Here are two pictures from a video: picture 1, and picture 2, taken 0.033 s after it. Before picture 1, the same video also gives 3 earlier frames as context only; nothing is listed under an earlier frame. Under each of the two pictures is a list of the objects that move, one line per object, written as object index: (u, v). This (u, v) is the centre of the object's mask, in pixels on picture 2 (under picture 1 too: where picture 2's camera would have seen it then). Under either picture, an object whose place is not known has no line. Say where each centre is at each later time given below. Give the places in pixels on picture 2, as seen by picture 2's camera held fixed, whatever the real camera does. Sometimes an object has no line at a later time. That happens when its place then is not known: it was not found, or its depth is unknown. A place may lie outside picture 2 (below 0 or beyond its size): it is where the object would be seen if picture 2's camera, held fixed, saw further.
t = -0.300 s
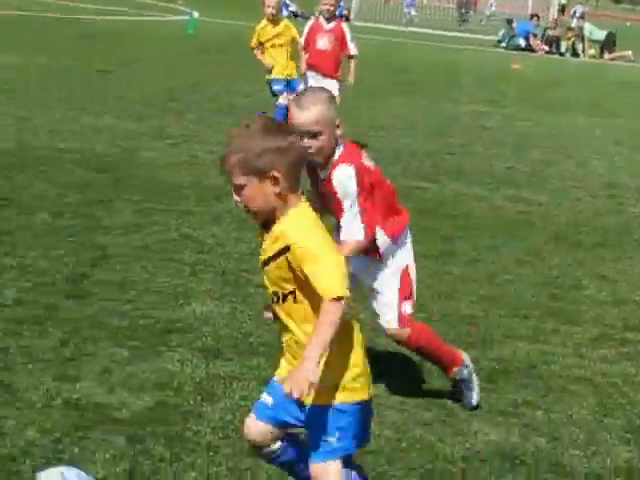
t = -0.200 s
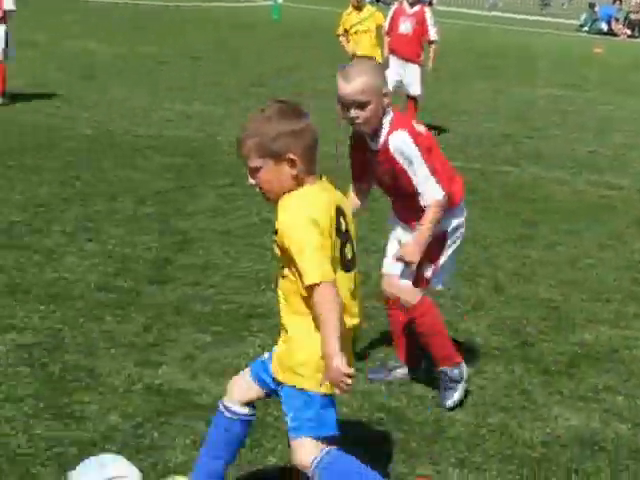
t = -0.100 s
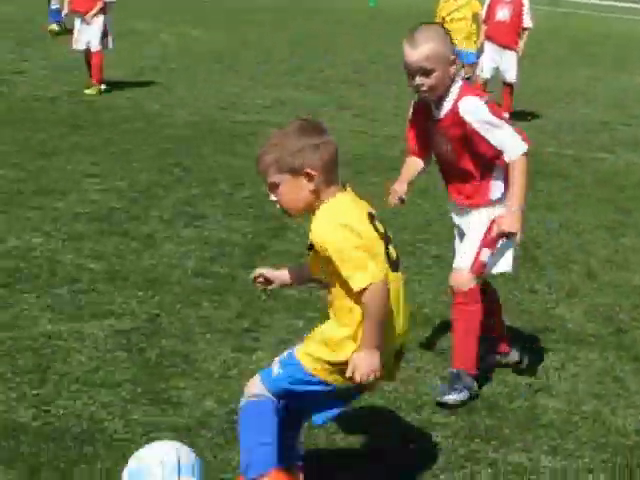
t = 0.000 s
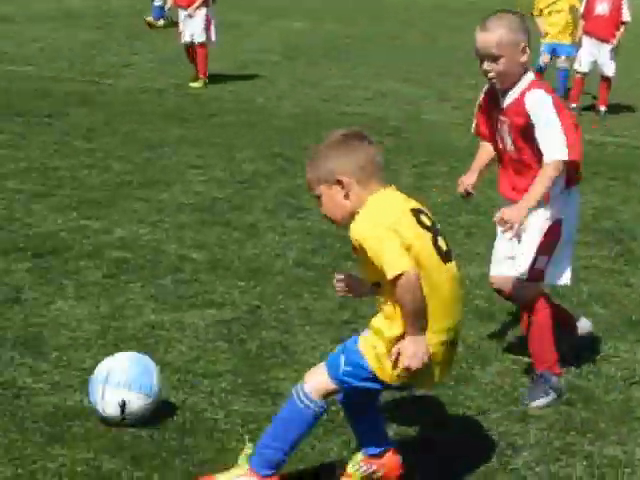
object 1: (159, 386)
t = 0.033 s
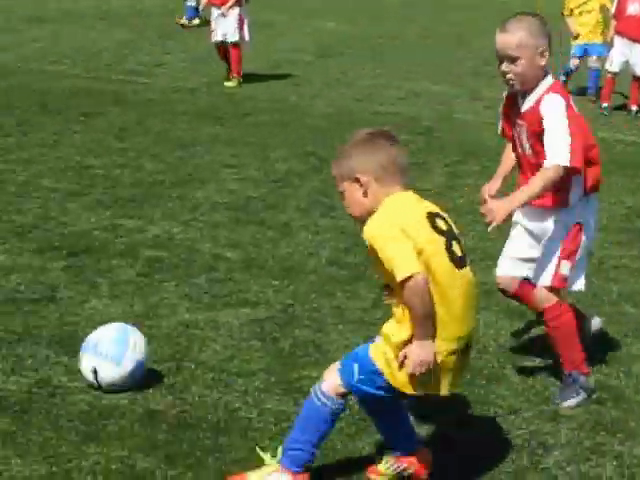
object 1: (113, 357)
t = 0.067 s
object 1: (75, 330)
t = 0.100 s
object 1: (40, 306)
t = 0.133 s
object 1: (9, 286)
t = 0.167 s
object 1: (-18, 267)
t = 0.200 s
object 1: (-43, 248)
